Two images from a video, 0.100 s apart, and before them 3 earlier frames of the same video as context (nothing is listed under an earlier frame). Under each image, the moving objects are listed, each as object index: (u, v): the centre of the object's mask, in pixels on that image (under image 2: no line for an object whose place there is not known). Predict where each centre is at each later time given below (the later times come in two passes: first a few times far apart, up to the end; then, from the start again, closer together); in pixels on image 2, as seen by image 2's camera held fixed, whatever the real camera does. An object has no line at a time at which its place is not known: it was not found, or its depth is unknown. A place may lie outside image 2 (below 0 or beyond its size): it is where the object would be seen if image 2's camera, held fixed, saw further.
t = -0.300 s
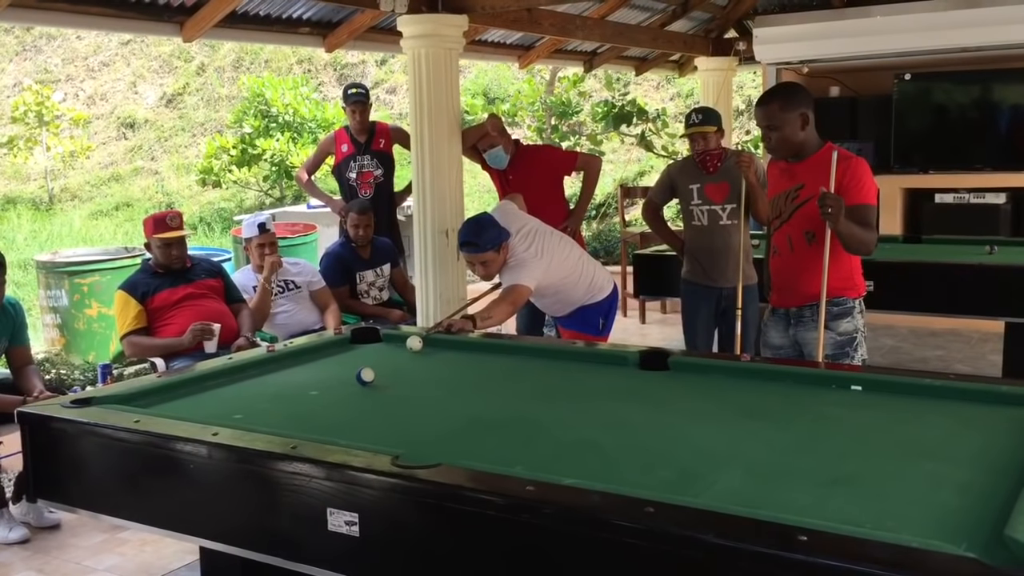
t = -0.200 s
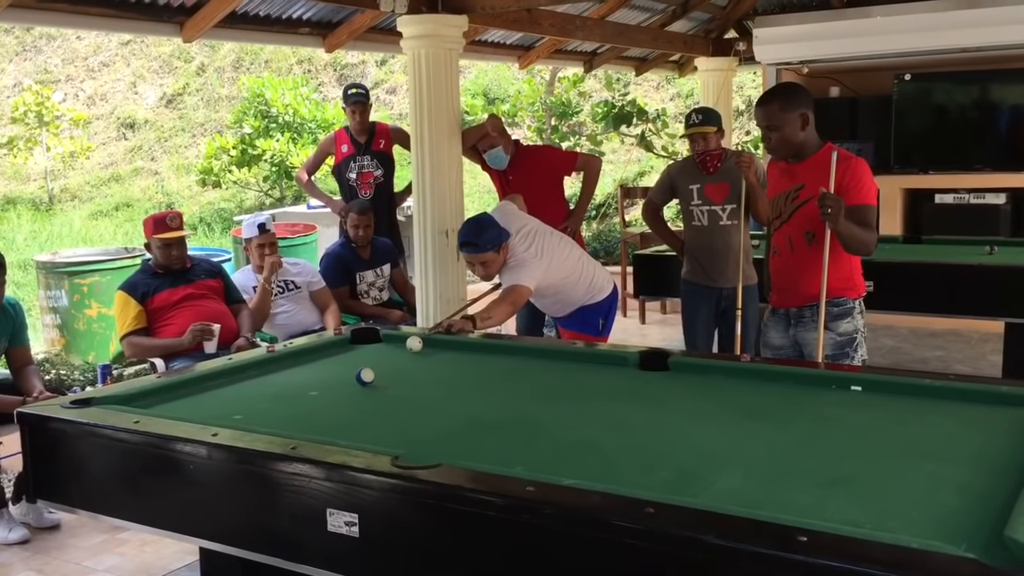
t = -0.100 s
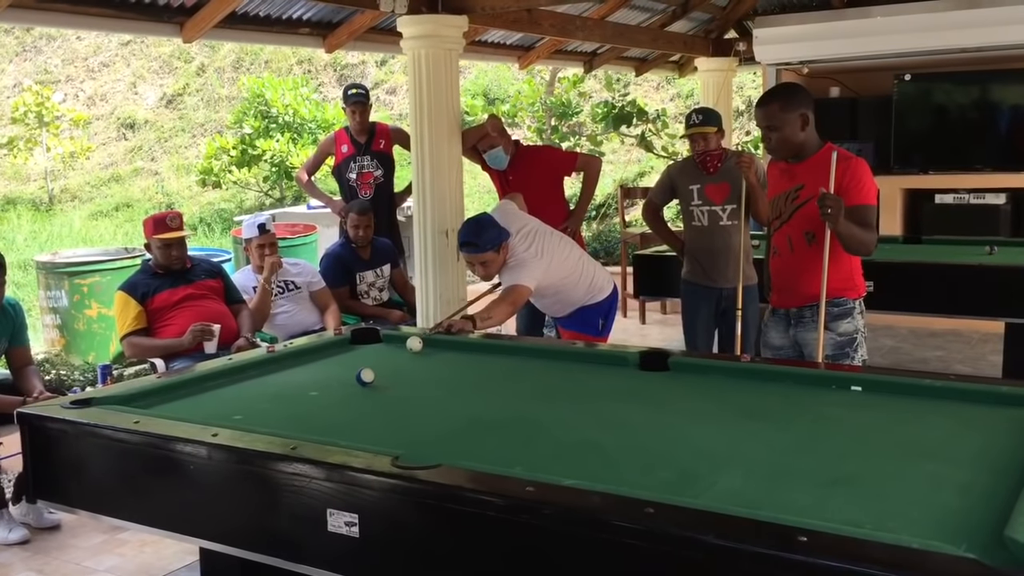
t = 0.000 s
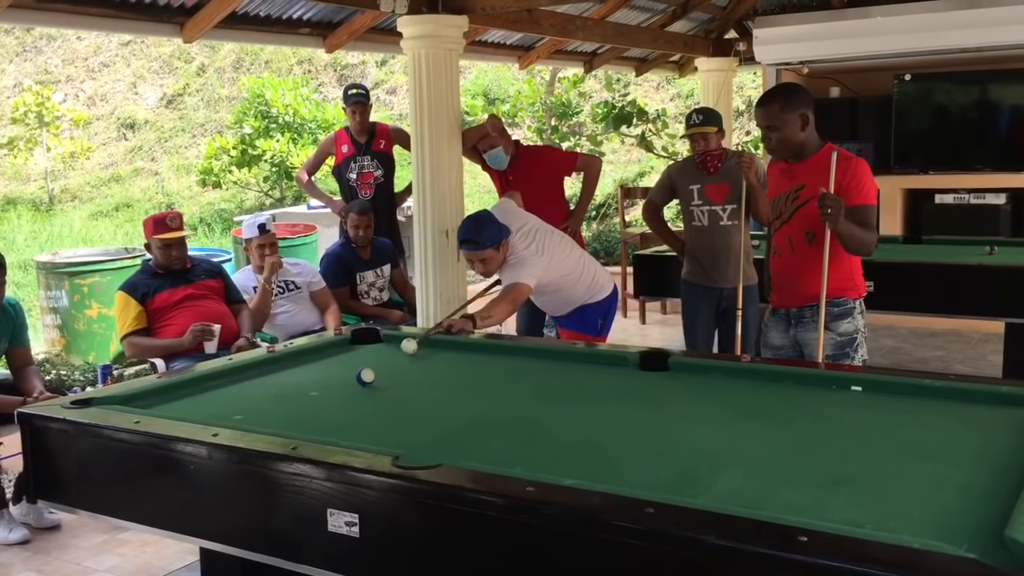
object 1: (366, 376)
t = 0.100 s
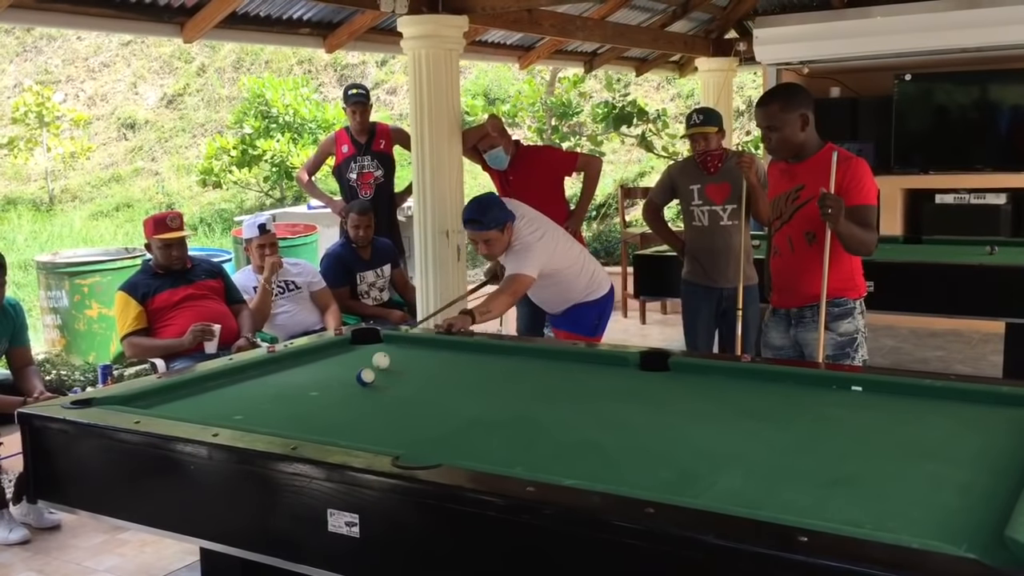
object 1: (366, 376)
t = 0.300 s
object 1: (381, 380)
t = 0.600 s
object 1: (419, 390)
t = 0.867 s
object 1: (454, 398)
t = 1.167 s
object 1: (494, 408)
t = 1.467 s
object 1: (535, 417)
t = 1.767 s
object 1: (578, 429)
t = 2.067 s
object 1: (621, 438)
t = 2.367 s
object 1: (665, 449)
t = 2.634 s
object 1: (704, 459)
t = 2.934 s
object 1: (749, 470)
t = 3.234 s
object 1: (793, 481)
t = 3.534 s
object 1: (836, 492)
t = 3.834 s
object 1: (879, 503)
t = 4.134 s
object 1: (919, 513)
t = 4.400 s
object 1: (954, 523)
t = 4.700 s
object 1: (987, 530)
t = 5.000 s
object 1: (969, 529)
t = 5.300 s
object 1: (956, 529)
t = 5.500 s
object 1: (950, 529)
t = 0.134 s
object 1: (366, 377)
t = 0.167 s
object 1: (366, 377)
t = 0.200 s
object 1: (368, 377)
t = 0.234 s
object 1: (373, 379)
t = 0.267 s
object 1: (378, 380)
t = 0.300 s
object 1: (381, 380)
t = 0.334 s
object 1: (386, 382)
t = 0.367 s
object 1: (390, 383)
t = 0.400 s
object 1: (394, 384)
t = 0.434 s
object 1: (398, 385)
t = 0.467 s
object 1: (403, 385)
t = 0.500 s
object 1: (407, 387)
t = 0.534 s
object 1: (411, 388)
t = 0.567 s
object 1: (415, 389)
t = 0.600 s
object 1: (419, 390)
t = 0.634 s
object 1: (423, 390)
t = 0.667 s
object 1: (428, 392)
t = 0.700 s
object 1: (432, 393)
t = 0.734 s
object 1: (437, 394)
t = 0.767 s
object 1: (441, 395)
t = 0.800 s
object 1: (446, 396)
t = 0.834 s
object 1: (450, 397)
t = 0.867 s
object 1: (454, 398)
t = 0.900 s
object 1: (458, 399)
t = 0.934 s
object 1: (462, 400)
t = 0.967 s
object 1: (467, 401)
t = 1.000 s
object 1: (472, 402)
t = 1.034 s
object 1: (476, 404)
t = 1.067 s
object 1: (480, 405)
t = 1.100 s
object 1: (485, 405)
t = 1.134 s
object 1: (490, 406)
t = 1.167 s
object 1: (494, 408)
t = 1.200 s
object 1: (499, 409)
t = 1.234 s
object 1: (503, 410)
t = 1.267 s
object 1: (507, 411)
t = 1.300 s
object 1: (512, 412)
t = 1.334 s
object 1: (517, 413)
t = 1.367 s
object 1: (522, 415)
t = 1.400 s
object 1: (526, 416)
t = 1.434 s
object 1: (531, 417)
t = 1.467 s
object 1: (535, 417)
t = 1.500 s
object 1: (541, 419)
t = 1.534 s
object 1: (545, 420)
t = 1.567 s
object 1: (549, 421)
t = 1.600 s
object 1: (554, 423)
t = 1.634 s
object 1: (558, 423)
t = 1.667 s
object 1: (563, 424)
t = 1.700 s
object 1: (569, 425)
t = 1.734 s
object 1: (573, 427)
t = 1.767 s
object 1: (578, 429)
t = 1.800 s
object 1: (582, 429)
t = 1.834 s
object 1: (587, 430)
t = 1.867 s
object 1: (592, 431)
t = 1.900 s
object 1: (597, 432)
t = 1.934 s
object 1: (602, 434)
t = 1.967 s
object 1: (607, 435)
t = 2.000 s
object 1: (611, 436)
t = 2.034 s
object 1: (616, 437)
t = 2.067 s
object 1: (621, 438)
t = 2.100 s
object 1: (626, 440)
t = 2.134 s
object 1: (631, 441)
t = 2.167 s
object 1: (636, 443)
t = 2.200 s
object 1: (640, 443)
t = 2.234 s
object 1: (645, 444)
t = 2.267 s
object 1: (651, 445)
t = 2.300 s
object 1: (656, 446)
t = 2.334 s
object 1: (661, 448)
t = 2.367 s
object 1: (665, 449)
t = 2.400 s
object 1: (670, 451)
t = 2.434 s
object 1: (675, 451)
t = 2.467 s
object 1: (680, 452)
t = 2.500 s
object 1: (685, 454)
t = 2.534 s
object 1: (690, 455)
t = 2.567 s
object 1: (695, 456)
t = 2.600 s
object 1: (699, 458)
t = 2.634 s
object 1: (704, 459)
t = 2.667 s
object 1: (709, 460)
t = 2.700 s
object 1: (714, 461)
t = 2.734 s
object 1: (719, 462)
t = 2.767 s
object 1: (724, 463)
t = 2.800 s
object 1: (729, 465)
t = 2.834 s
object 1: (734, 466)
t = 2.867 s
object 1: (739, 468)
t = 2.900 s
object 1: (744, 469)
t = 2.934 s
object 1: (749, 470)
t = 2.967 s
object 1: (754, 471)
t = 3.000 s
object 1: (758, 472)
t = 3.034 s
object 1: (764, 474)
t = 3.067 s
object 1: (768, 475)
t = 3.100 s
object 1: (773, 477)
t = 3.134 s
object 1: (778, 478)
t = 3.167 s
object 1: (782, 479)
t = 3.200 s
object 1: (788, 480)
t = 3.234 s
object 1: (793, 481)
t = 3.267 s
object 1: (798, 481)
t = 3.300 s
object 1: (803, 483)
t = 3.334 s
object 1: (808, 484)
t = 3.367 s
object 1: (813, 486)
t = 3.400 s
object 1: (817, 487)
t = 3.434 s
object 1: (821, 488)
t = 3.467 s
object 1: (827, 489)
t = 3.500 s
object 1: (831, 490)
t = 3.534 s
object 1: (836, 492)
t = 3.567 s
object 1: (841, 493)
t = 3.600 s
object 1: (846, 494)
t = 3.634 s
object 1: (851, 496)
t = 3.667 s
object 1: (855, 497)
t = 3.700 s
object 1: (859, 498)
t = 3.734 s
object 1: (864, 499)
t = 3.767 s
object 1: (869, 500)
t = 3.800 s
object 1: (874, 501)
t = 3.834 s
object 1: (879, 503)
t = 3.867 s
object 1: (883, 504)
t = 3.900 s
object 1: (888, 505)
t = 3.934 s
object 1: (892, 506)
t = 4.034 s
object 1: (905, 510)
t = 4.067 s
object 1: (910, 511)
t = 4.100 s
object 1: (914, 512)
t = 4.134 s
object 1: (919, 513)
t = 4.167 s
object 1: (924, 514)
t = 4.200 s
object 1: (929, 516)
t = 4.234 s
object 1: (933, 517)
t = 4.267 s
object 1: (938, 519)
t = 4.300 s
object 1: (942, 520)
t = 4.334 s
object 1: (946, 521)
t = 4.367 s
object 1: (950, 522)
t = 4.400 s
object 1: (954, 523)
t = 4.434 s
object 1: (959, 523)
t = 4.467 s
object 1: (963, 524)
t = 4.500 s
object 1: (967, 525)
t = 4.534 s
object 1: (971, 526)
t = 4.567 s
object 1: (975, 527)
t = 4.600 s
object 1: (980, 528)
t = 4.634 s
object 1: (984, 529)
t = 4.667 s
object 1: (988, 530)
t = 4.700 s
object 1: (987, 530)
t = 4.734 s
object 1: (984, 530)
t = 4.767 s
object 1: (983, 530)
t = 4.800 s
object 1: (981, 530)
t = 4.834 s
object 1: (979, 530)
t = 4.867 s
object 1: (977, 530)
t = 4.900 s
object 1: (975, 530)
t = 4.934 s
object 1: (973, 530)
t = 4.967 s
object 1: (971, 529)
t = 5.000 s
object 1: (969, 529)
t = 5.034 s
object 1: (968, 529)
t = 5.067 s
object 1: (966, 530)
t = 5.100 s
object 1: (964, 529)
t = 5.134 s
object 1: (962, 529)
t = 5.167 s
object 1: (961, 529)
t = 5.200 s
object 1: (960, 529)
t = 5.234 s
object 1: (959, 529)
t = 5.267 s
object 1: (957, 529)
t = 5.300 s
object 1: (956, 529)
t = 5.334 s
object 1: (954, 529)
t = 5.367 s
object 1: (953, 529)
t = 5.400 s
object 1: (953, 529)
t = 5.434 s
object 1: (952, 530)
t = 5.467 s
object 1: (952, 530)
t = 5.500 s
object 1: (950, 529)
